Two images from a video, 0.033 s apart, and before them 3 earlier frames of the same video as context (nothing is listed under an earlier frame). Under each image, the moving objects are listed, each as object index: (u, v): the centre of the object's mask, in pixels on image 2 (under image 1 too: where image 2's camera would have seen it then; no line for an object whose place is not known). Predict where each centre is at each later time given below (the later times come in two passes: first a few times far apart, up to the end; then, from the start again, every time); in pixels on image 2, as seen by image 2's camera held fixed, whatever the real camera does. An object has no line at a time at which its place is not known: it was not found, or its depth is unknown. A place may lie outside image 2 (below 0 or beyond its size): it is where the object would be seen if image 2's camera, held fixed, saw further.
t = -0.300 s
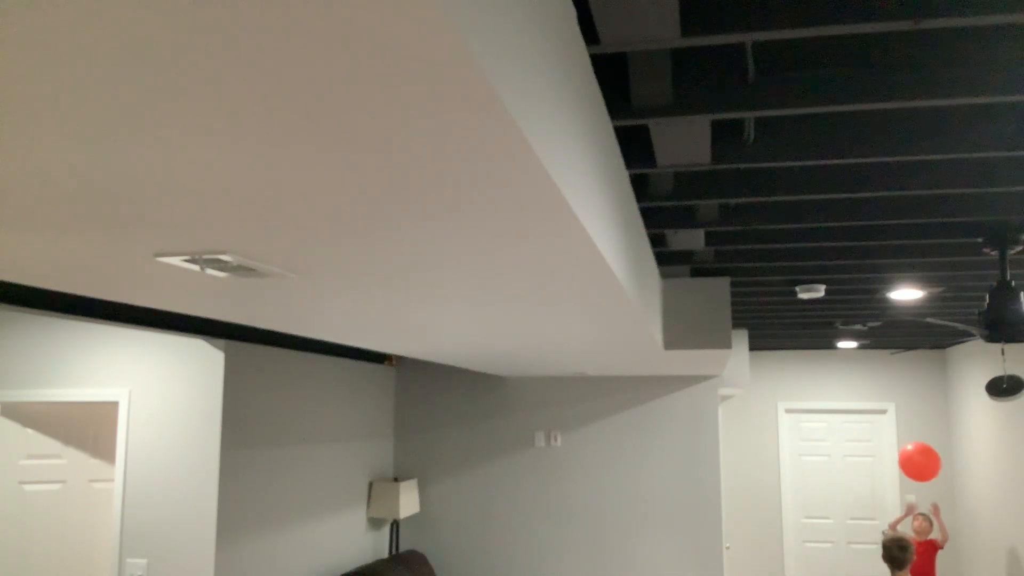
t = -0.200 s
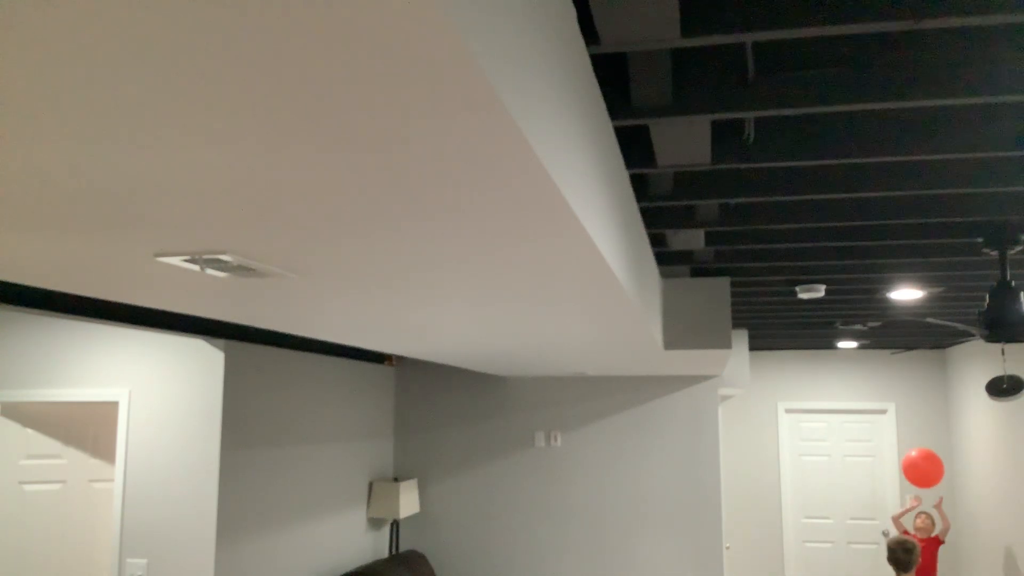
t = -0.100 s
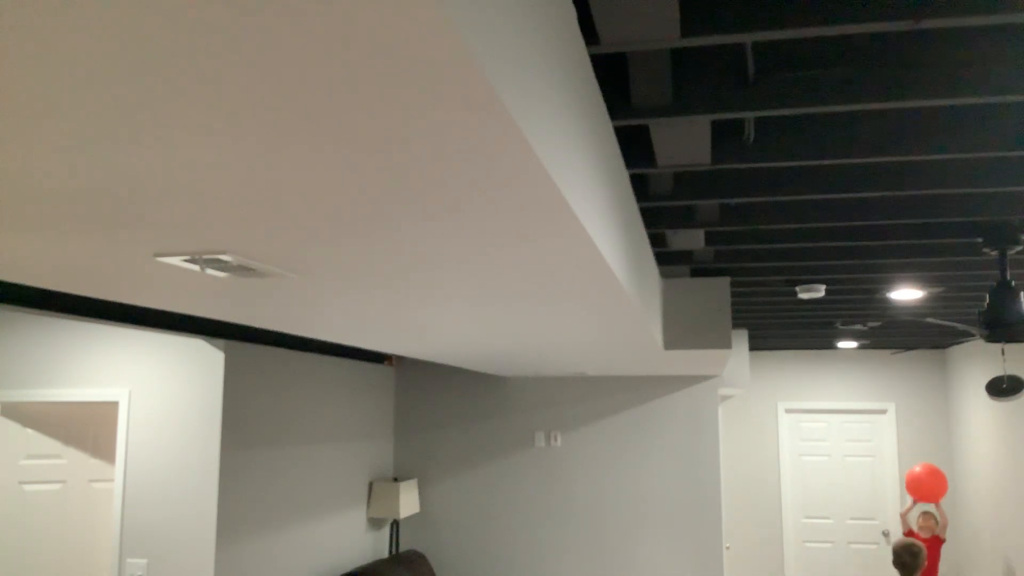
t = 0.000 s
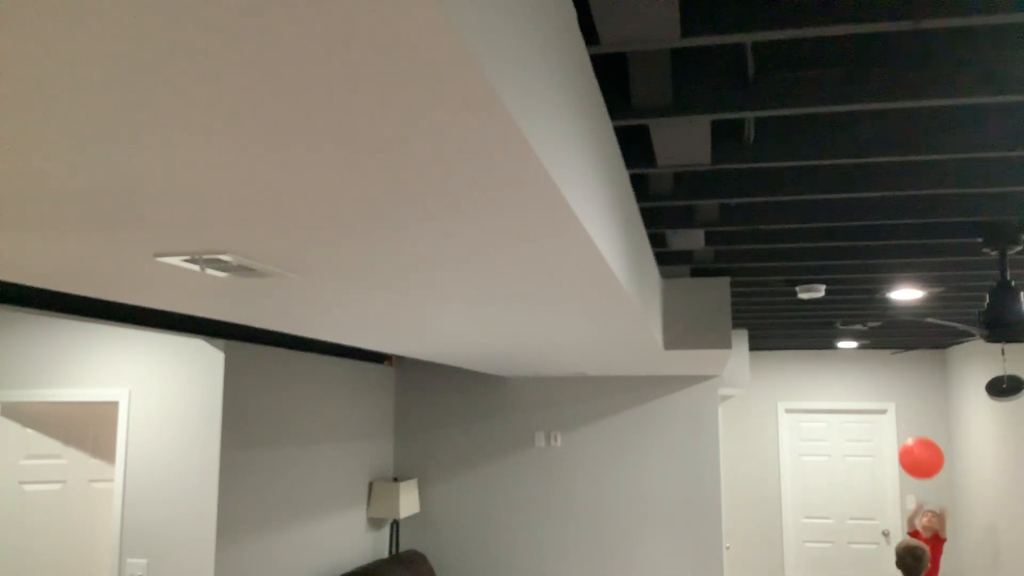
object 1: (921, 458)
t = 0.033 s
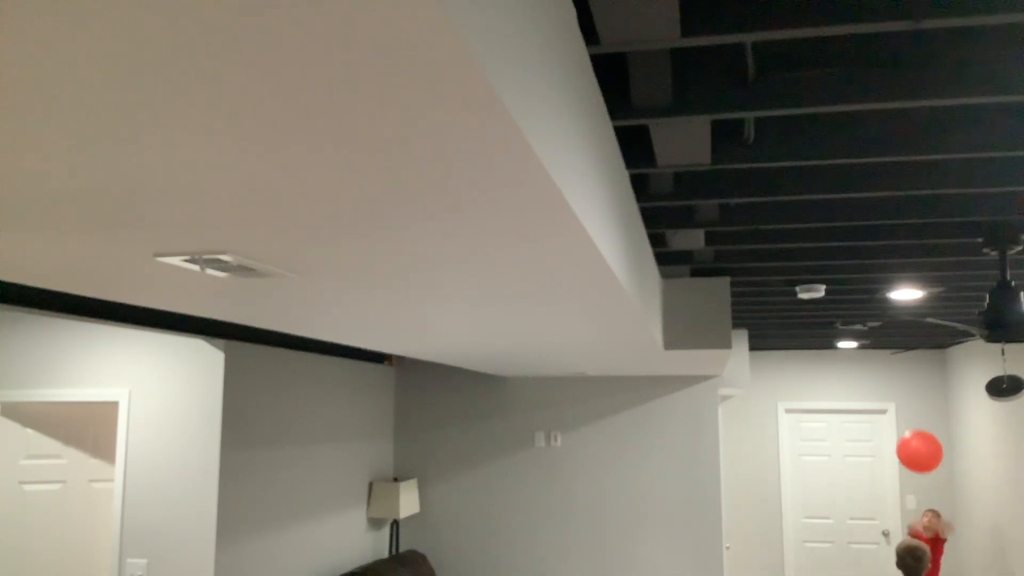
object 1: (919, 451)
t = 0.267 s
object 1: (905, 443)
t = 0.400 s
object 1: (897, 478)
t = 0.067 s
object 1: (917, 445)
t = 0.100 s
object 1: (915, 441)
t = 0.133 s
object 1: (913, 438)
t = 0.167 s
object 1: (911, 437)
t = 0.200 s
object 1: (909, 437)
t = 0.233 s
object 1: (908, 439)
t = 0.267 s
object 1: (905, 443)
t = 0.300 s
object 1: (903, 449)
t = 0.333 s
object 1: (901, 457)
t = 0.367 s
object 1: (899, 467)
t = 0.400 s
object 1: (897, 478)
